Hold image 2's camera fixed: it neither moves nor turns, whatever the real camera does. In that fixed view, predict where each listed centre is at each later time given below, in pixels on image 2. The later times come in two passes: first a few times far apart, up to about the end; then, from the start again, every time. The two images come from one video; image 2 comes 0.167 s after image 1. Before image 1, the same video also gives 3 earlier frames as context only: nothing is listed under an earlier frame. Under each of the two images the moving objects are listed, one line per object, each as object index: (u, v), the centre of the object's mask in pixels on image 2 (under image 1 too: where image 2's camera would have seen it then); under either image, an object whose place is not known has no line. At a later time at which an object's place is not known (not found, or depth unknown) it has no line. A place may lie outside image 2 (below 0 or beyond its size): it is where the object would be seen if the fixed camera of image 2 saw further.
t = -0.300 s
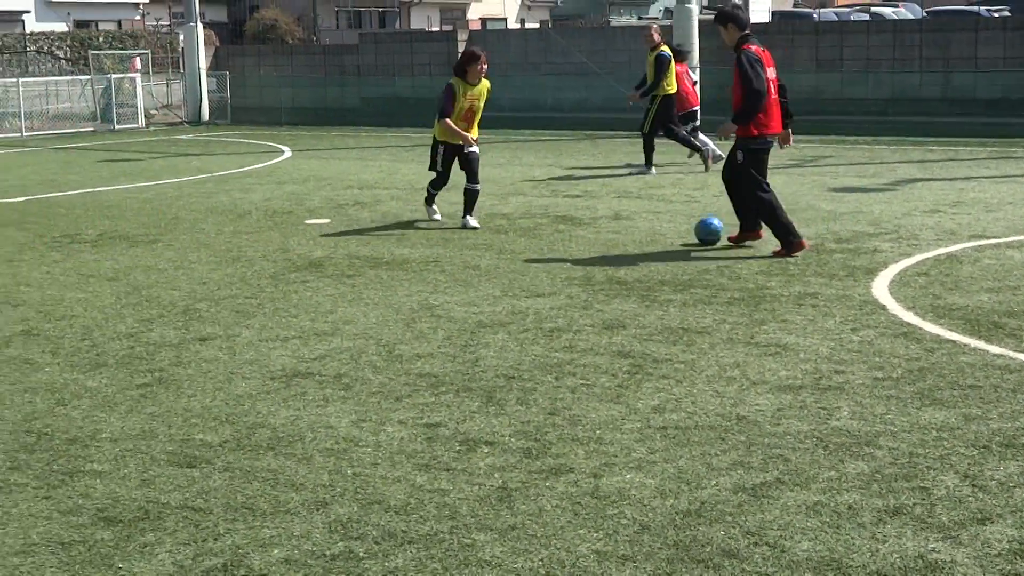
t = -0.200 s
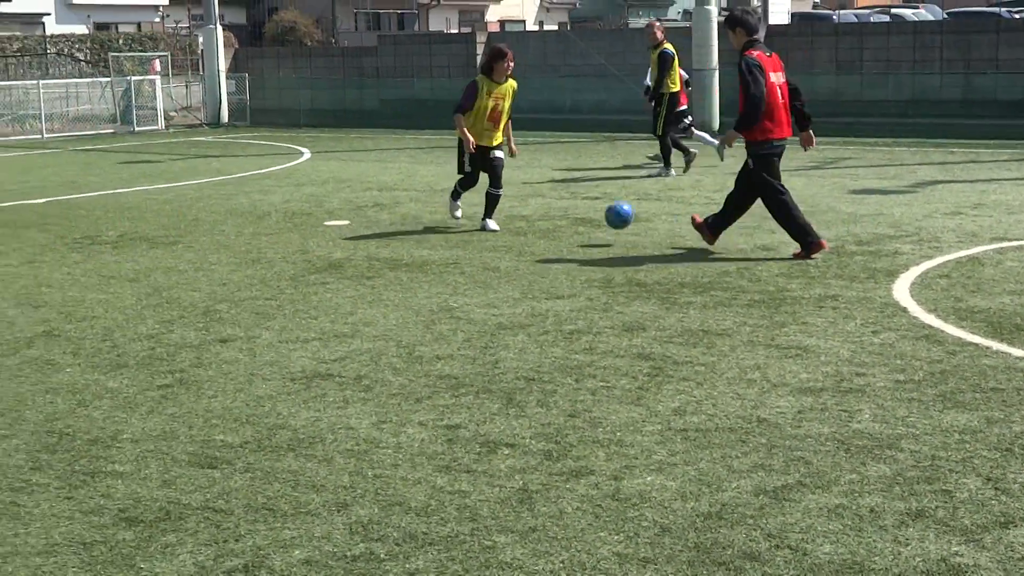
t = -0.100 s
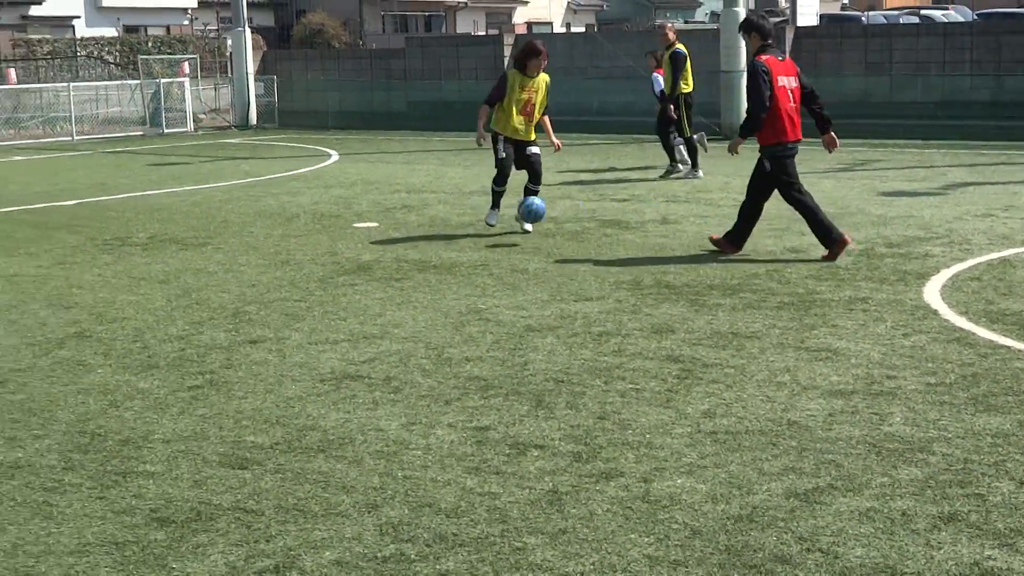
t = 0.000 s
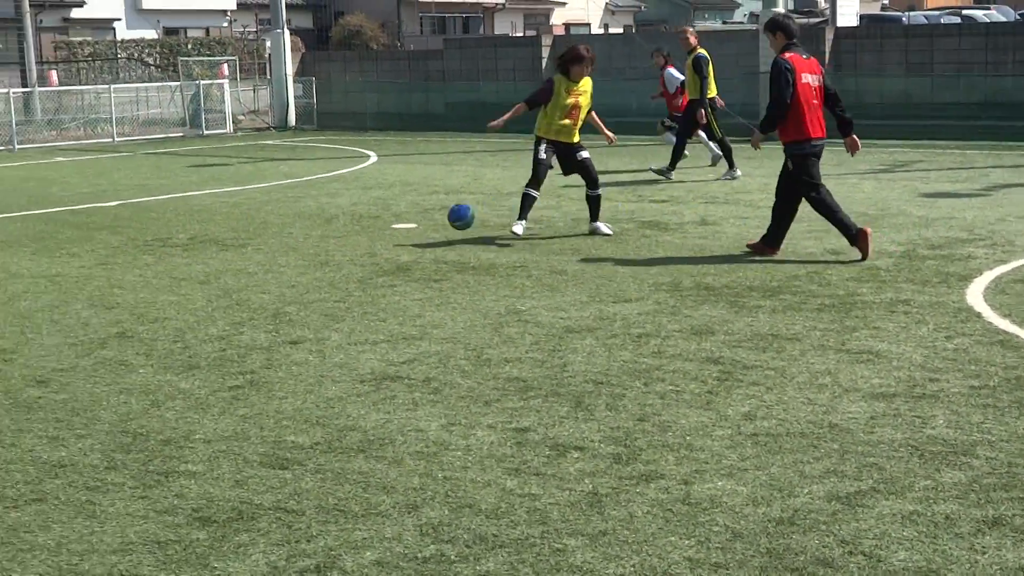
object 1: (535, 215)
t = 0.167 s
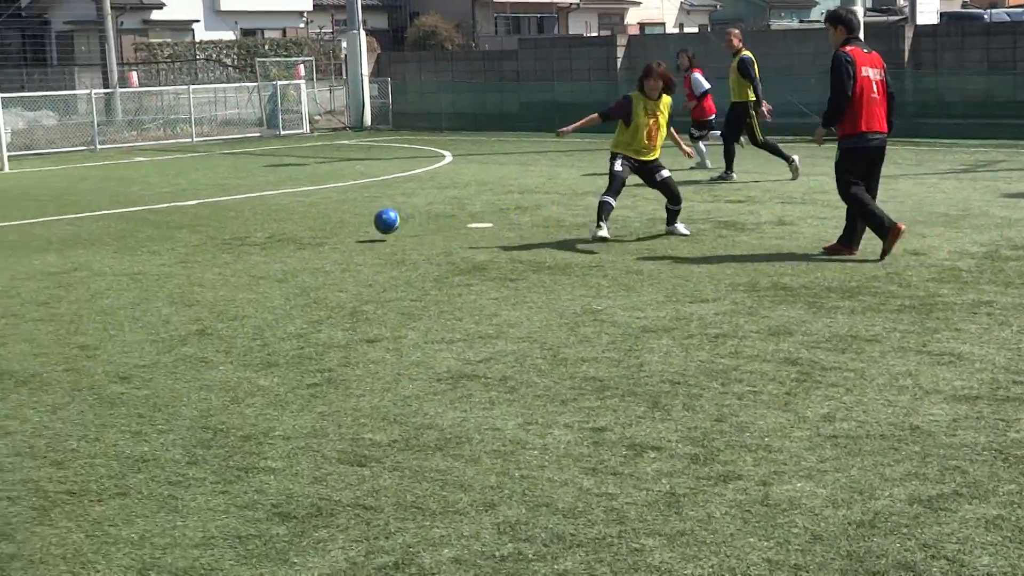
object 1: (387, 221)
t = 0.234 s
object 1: (337, 220)
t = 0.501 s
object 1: (170, 223)
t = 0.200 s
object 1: (361, 220)
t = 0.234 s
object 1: (337, 220)
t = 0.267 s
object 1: (313, 222)
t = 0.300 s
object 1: (289, 225)
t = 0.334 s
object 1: (267, 226)
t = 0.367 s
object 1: (247, 223)
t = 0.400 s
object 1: (228, 221)
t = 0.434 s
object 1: (208, 221)
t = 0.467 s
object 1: (189, 222)
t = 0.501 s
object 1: (170, 223)
